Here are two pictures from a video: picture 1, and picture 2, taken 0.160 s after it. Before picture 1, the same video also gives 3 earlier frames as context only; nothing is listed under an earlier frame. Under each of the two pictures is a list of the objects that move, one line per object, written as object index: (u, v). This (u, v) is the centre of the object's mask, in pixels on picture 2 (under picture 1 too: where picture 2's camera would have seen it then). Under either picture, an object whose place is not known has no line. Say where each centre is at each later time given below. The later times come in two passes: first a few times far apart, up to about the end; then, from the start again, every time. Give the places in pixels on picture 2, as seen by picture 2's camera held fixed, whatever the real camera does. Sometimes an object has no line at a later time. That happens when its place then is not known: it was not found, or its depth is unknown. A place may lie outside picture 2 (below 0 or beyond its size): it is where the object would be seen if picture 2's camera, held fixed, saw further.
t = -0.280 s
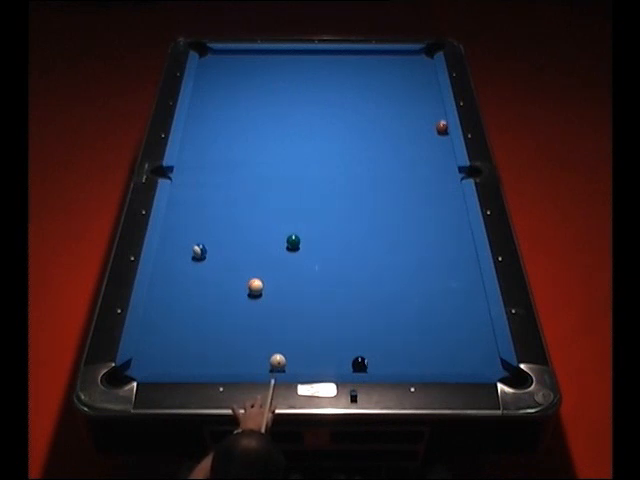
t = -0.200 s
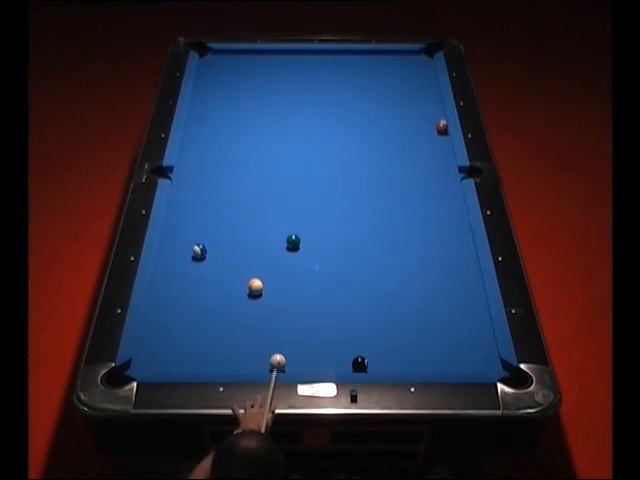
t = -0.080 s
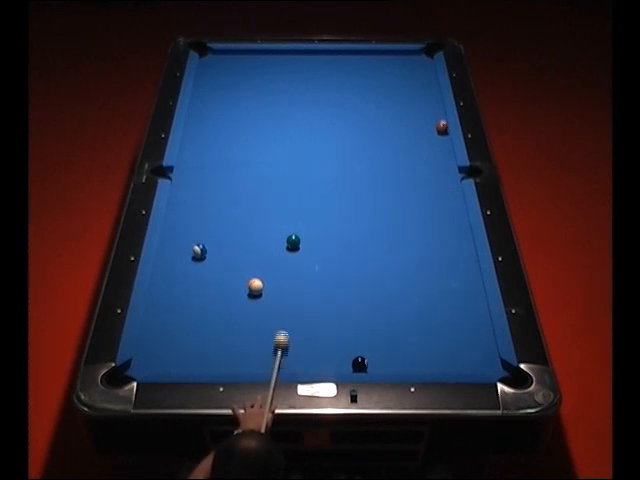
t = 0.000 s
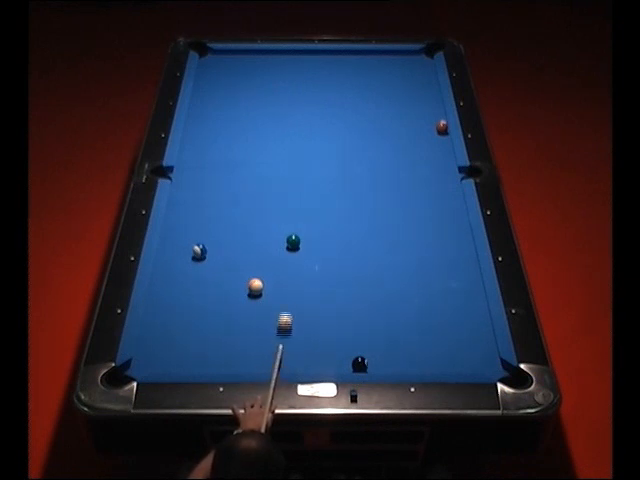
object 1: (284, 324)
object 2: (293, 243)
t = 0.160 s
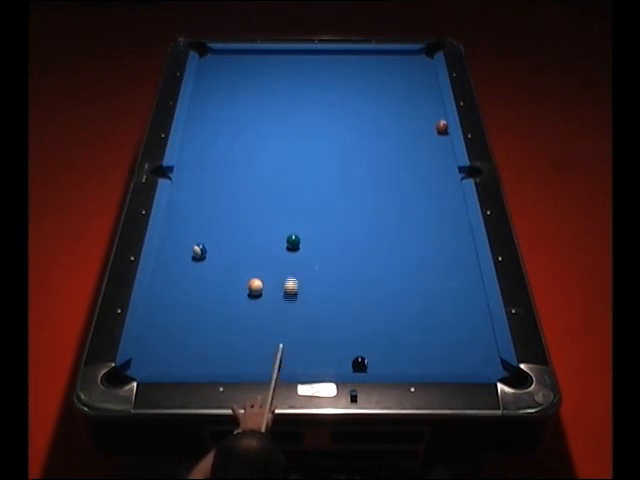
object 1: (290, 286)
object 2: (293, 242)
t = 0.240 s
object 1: (294, 271)
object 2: (293, 242)
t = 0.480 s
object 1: (310, 245)
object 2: (284, 227)
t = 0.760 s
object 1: (335, 228)
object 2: (271, 201)
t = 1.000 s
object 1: (354, 215)
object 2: (261, 181)
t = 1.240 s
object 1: (372, 203)
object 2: (251, 163)
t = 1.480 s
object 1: (388, 192)
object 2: (243, 146)
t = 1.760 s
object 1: (406, 179)
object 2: (234, 128)
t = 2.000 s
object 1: (420, 170)
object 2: (226, 115)
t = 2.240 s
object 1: (433, 162)
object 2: (219, 102)
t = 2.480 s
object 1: (445, 153)
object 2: (213, 90)
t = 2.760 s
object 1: (441, 145)
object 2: (207, 78)
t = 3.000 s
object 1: (435, 140)
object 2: (202, 68)
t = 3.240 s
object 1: (429, 135)
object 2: (206, 60)
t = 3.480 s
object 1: (424, 131)
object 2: (210, 54)
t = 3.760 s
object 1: (418, 126)
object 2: (204, 55)
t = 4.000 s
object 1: (414, 123)
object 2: (204, 56)
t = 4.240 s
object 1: (410, 120)
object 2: (206, 56)
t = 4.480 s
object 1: (408, 117)
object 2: (207, 56)
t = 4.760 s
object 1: (405, 115)
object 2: (207, 56)
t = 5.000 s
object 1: (403, 113)
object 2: (208, 57)
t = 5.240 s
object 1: (401, 112)
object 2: (208, 57)
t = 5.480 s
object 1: (401, 111)
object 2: (208, 57)
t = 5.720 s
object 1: (400, 111)
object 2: (208, 57)
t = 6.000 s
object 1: (400, 110)
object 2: (208, 56)
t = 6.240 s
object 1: (400, 110)
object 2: (208, 56)
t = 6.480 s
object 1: (400, 110)
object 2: (208, 56)
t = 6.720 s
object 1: (400, 110)
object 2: (208, 56)
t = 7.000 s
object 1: (400, 111)
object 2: (208, 56)
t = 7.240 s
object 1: (404, 110)
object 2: (214, 56)
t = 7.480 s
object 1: (403, 110)
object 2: (211, 56)
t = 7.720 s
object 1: (402, 110)
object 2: (210, 56)
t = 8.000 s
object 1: (402, 110)
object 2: (209, 56)
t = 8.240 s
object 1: (401, 110)
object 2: (209, 57)
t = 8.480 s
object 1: (401, 110)
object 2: (209, 57)
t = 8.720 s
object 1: (401, 110)
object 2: (209, 56)
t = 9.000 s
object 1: (401, 110)
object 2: (208, 56)
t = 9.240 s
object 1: (401, 110)
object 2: (208, 56)
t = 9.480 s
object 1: (401, 110)
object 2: (208, 56)
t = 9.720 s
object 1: (400, 111)
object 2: (208, 56)
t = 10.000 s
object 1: (400, 110)
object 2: (207, 56)
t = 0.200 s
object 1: (292, 280)
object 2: (293, 243)
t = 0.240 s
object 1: (294, 271)
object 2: (293, 242)
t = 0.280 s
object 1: (295, 263)
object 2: (293, 243)
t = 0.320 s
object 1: (296, 256)
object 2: (292, 241)
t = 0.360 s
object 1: (298, 249)
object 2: (291, 240)
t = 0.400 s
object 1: (302, 248)
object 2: (289, 237)
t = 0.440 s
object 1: (306, 247)
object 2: (287, 232)
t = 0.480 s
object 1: (310, 245)
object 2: (284, 227)
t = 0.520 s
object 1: (314, 242)
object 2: (282, 223)
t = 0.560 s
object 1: (318, 240)
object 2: (280, 219)
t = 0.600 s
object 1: (321, 237)
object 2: (279, 215)
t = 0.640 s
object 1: (325, 235)
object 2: (277, 212)
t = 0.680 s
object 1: (328, 233)
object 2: (275, 208)
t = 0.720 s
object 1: (331, 231)
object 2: (273, 204)
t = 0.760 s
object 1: (335, 228)
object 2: (271, 201)
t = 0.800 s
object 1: (338, 226)
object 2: (269, 197)
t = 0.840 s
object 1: (341, 224)
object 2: (267, 194)
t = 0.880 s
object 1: (344, 222)
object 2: (265, 191)
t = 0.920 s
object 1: (348, 219)
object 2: (264, 187)
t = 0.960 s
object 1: (351, 217)
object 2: (262, 184)
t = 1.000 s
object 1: (354, 215)
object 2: (261, 181)
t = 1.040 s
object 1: (357, 213)
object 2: (259, 178)
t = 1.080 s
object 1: (360, 211)
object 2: (258, 175)
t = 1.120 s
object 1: (363, 209)
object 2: (256, 172)
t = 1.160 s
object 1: (366, 207)
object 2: (254, 169)
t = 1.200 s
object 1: (369, 205)
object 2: (253, 165)
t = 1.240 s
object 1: (372, 203)
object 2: (251, 163)
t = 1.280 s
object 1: (375, 201)
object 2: (250, 160)
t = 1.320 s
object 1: (377, 199)
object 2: (248, 157)
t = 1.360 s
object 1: (380, 197)
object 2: (247, 155)
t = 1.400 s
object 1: (383, 196)
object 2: (246, 152)
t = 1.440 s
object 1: (385, 193)
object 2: (244, 149)
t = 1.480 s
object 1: (388, 192)
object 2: (243, 146)
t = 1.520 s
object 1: (391, 190)
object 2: (241, 143)
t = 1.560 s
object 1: (393, 188)
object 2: (240, 141)
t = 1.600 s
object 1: (396, 186)
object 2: (239, 138)
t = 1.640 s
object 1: (399, 185)
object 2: (237, 136)
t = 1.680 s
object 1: (401, 183)
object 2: (236, 133)
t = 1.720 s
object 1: (403, 181)
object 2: (235, 131)
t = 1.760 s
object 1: (406, 179)
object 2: (234, 128)
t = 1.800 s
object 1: (409, 178)
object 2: (232, 126)
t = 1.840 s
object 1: (411, 176)
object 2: (231, 124)
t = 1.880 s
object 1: (413, 175)
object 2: (230, 121)
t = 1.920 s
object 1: (416, 173)
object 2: (229, 119)
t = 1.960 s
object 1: (418, 172)
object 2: (227, 117)
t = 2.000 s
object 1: (420, 170)
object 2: (226, 115)
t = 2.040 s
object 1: (422, 169)
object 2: (225, 112)
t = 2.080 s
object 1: (425, 167)
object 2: (224, 110)
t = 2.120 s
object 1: (427, 166)
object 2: (223, 108)
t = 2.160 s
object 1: (429, 164)
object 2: (222, 107)
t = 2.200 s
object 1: (431, 163)
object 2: (221, 104)
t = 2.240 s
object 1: (433, 162)
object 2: (219, 102)
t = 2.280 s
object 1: (435, 160)
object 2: (218, 100)
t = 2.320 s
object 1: (437, 159)
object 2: (217, 98)
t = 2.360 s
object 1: (439, 157)
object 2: (217, 95)
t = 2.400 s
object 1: (441, 156)
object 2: (215, 94)
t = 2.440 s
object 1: (443, 154)
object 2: (214, 92)
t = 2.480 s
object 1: (445, 153)
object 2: (213, 90)
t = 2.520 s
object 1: (447, 152)
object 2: (212, 88)
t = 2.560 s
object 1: (447, 150)
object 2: (211, 86)
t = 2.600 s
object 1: (446, 149)
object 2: (211, 85)
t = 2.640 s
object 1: (445, 148)
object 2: (210, 83)
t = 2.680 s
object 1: (444, 148)
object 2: (209, 81)
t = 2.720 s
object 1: (443, 146)
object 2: (208, 79)
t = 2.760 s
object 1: (441, 145)
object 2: (207, 78)
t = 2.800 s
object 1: (440, 145)
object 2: (205, 76)
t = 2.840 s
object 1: (439, 144)
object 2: (205, 74)
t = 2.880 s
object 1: (438, 143)
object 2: (203, 72)
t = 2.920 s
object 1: (437, 142)
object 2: (203, 71)
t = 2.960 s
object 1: (436, 141)
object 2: (202, 70)
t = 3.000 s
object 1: (435, 140)
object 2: (202, 68)
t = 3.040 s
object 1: (434, 139)
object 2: (202, 66)
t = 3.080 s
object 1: (433, 139)
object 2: (203, 65)
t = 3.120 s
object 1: (432, 138)
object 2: (203, 63)
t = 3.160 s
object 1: (431, 137)
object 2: (204, 62)
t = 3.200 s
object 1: (430, 136)
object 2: (205, 61)
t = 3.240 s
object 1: (429, 135)
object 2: (206, 60)
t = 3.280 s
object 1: (428, 134)
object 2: (207, 58)
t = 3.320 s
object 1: (427, 134)
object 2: (207, 58)
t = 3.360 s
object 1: (426, 133)
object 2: (209, 55)
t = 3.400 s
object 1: (425, 132)
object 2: (209, 55)
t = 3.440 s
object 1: (424, 131)
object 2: (211, 54)
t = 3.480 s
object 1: (424, 131)
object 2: (210, 54)
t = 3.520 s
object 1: (423, 130)
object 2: (209, 54)
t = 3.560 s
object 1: (422, 129)
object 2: (209, 54)
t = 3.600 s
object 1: (421, 129)
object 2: (208, 54)
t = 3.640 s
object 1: (420, 128)
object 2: (207, 54)
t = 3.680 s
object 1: (419, 127)
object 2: (206, 54)
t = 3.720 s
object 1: (419, 127)
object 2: (205, 55)
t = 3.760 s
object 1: (418, 126)
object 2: (204, 55)
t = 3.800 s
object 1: (417, 125)
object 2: (203, 56)
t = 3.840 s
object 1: (417, 125)
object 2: (203, 56)
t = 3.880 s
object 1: (416, 124)
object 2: (203, 56)
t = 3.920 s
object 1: (415, 124)
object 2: (204, 56)
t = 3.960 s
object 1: (415, 123)
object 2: (204, 56)
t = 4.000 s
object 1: (414, 123)
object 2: (204, 56)
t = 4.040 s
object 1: (413, 122)
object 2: (204, 56)
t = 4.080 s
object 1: (413, 121)
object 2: (205, 56)
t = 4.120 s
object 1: (412, 121)
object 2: (205, 56)
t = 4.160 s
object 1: (412, 121)
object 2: (206, 56)
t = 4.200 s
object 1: (411, 120)
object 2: (206, 56)
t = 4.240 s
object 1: (410, 120)
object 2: (206, 56)
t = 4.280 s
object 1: (410, 119)
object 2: (206, 56)
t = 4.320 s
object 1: (410, 119)
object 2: (206, 56)
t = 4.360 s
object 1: (409, 118)
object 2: (207, 56)
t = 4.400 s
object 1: (409, 118)
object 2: (207, 56)
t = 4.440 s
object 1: (408, 118)
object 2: (207, 56)
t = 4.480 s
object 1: (408, 117)
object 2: (207, 56)
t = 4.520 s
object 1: (407, 117)
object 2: (207, 56)
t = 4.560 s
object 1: (407, 116)
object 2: (207, 56)
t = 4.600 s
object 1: (406, 116)
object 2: (207, 56)
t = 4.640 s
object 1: (406, 116)
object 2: (208, 56)
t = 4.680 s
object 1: (406, 115)
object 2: (207, 56)
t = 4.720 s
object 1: (405, 115)
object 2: (207, 56)
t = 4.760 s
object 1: (405, 115)
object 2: (207, 56)
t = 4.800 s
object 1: (404, 114)
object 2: (207, 57)
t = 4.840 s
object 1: (404, 114)
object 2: (207, 56)
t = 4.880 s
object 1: (404, 114)
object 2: (208, 57)
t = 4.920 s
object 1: (403, 114)
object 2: (208, 57)
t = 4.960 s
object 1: (403, 113)
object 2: (208, 57)
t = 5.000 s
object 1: (403, 113)
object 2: (208, 57)
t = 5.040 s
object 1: (402, 113)
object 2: (208, 57)
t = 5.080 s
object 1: (402, 113)
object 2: (208, 57)
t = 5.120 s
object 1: (402, 112)
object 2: (208, 57)
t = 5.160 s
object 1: (402, 112)
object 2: (208, 57)
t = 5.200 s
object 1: (402, 112)
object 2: (208, 57)
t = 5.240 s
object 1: (401, 112)
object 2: (208, 57)
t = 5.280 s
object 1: (401, 112)
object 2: (208, 57)
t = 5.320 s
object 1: (401, 112)
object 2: (208, 56)
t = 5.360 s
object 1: (401, 112)
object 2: (208, 56)
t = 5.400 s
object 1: (401, 111)
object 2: (208, 56)
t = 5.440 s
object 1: (401, 111)
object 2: (208, 57)
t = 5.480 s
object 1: (401, 111)
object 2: (208, 57)
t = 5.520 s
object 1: (401, 111)
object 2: (208, 57)
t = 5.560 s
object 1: (401, 111)
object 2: (208, 57)
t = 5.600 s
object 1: (400, 111)
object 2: (208, 57)
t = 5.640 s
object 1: (400, 111)
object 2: (208, 57)
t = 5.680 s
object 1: (401, 111)
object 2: (208, 57)
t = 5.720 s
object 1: (400, 111)
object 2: (208, 57)
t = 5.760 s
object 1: (400, 111)
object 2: (208, 57)
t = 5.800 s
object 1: (400, 110)
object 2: (208, 56)
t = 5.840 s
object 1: (400, 110)
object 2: (208, 56)
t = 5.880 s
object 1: (400, 110)
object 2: (208, 56)
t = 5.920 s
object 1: (400, 110)
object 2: (208, 56)
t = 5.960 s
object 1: (400, 110)
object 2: (208, 56)
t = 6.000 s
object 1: (400, 110)
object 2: (208, 56)
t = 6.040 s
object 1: (400, 110)
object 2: (208, 56)
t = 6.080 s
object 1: (400, 110)
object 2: (208, 56)
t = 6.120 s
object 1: (400, 110)
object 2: (208, 56)
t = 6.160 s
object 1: (400, 110)
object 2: (208, 56)
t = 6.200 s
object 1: (400, 110)
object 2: (208, 56)
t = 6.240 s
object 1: (400, 110)
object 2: (208, 56)
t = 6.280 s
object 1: (400, 110)
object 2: (208, 56)
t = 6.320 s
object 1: (400, 110)
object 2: (208, 56)
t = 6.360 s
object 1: (400, 110)
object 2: (208, 56)
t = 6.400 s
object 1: (400, 110)
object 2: (208, 56)
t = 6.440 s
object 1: (400, 110)
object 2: (208, 56)
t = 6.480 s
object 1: (400, 110)
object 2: (208, 56)
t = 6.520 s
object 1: (400, 110)
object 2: (208, 56)
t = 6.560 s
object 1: (400, 110)
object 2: (208, 56)
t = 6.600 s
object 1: (400, 110)
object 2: (208, 56)
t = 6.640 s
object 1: (400, 110)
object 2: (208, 56)
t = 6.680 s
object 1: (400, 111)
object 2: (208, 56)
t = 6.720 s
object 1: (400, 110)
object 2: (208, 56)
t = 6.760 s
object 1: (400, 110)
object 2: (208, 56)
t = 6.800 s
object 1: (400, 110)
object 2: (209, 56)
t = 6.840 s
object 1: (400, 110)
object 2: (209, 56)
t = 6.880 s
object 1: (400, 111)
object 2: (208, 56)
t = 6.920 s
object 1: (400, 111)
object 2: (208, 56)
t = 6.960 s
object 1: (400, 111)
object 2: (208, 56)
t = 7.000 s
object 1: (400, 111)
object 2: (208, 56)
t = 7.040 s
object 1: (400, 111)
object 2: (208, 56)
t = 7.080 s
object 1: (400, 110)
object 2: (208, 56)
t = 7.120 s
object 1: (400, 110)
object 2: (208, 56)
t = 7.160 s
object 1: (401, 110)
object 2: (209, 56)
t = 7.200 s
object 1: (403, 110)
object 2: (212, 56)
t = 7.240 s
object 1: (404, 110)
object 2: (214, 56)
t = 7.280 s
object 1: (405, 110)
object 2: (213, 56)
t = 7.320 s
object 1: (404, 110)
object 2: (213, 56)
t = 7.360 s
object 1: (404, 110)
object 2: (213, 56)
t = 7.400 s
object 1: (403, 110)
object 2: (212, 56)
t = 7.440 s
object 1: (403, 110)
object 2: (211, 56)
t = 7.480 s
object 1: (403, 110)
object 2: (211, 56)
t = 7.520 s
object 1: (402, 110)
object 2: (211, 56)
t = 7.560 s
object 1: (402, 110)
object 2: (210, 56)
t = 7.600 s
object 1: (402, 110)
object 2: (210, 56)
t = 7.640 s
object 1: (402, 110)
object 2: (210, 56)
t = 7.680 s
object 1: (402, 110)
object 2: (210, 56)
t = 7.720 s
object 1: (402, 110)
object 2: (210, 56)
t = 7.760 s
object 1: (402, 110)
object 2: (210, 56)
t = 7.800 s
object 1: (402, 110)
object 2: (210, 56)
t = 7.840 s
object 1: (402, 110)
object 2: (210, 56)
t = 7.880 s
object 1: (402, 110)
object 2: (210, 56)
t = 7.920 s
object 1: (402, 110)
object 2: (209, 56)
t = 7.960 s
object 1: (402, 110)
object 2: (209, 56)
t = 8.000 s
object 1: (402, 110)
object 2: (209, 56)
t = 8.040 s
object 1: (402, 110)
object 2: (209, 56)
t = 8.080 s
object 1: (402, 110)
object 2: (209, 56)
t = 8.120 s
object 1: (401, 110)
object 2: (209, 56)
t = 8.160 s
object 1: (401, 110)
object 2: (209, 56)
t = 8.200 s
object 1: (401, 110)
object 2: (209, 56)
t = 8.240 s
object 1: (401, 110)
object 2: (209, 57)
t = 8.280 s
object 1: (401, 110)
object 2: (209, 56)
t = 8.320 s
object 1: (401, 110)
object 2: (209, 56)
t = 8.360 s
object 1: (401, 110)
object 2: (209, 56)
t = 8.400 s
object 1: (401, 110)
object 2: (209, 56)
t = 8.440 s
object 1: (401, 110)
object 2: (209, 56)
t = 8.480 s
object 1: (401, 110)
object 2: (209, 57)
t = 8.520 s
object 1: (401, 110)
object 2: (209, 56)
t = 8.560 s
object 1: (401, 110)
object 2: (209, 56)
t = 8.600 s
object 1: (401, 110)
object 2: (209, 56)
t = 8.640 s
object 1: (401, 110)
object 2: (209, 56)
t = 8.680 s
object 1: (401, 110)
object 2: (209, 56)
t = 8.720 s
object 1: (401, 110)
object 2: (209, 56)
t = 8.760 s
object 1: (401, 110)
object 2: (209, 56)
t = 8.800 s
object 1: (401, 110)
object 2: (208, 56)
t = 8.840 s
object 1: (401, 110)
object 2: (208, 56)
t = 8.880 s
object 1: (401, 110)
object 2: (208, 56)
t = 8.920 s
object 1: (401, 110)
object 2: (208, 56)
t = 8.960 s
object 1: (401, 110)
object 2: (208, 56)
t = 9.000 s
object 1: (401, 110)
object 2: (208, 56)
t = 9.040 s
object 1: (401, 110)
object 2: (208, 56)
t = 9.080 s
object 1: (401, 110)
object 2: (208, 56)
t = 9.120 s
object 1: (401, 110)
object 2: (208, 56)
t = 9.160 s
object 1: (401, 110)
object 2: (208, 56)
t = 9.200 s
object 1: (401, 110)
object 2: (208, 56)
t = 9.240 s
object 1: (401, 110)
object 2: (208, 56)
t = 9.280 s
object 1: (400, 110)
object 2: (208, 56)
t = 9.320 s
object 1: (401, 110)
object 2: (208, 56)
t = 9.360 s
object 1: (401, 110)
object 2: (208, 56)
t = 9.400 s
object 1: (401, 110)
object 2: (208, 56)
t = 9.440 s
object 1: (400, 111)
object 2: (208, 56)
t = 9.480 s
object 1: (401, 110)
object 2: (208, 56)
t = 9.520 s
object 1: (401, 110)
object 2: (208, 56)
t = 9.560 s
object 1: (401, 110)
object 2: (208, 56)
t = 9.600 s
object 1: (401, 110)
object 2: (208, 56)
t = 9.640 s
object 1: (400, 111)
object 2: (208, 56)
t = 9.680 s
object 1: (400, 111)
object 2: (208, 56)
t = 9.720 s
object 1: (400, 111)
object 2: (208, 56)
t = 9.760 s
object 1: (400, 111)
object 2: (208, 56)
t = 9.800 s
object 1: (400, 110)
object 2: (208, 56)
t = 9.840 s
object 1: (400, 110)
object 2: (207, 56)
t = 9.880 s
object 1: (400, 110)
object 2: (207, 56)
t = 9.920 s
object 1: (400, 110)
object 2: (207, 56)
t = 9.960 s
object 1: (400, 110)
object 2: (207, 56)
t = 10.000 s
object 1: (400, 110)
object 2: (207, 56)
